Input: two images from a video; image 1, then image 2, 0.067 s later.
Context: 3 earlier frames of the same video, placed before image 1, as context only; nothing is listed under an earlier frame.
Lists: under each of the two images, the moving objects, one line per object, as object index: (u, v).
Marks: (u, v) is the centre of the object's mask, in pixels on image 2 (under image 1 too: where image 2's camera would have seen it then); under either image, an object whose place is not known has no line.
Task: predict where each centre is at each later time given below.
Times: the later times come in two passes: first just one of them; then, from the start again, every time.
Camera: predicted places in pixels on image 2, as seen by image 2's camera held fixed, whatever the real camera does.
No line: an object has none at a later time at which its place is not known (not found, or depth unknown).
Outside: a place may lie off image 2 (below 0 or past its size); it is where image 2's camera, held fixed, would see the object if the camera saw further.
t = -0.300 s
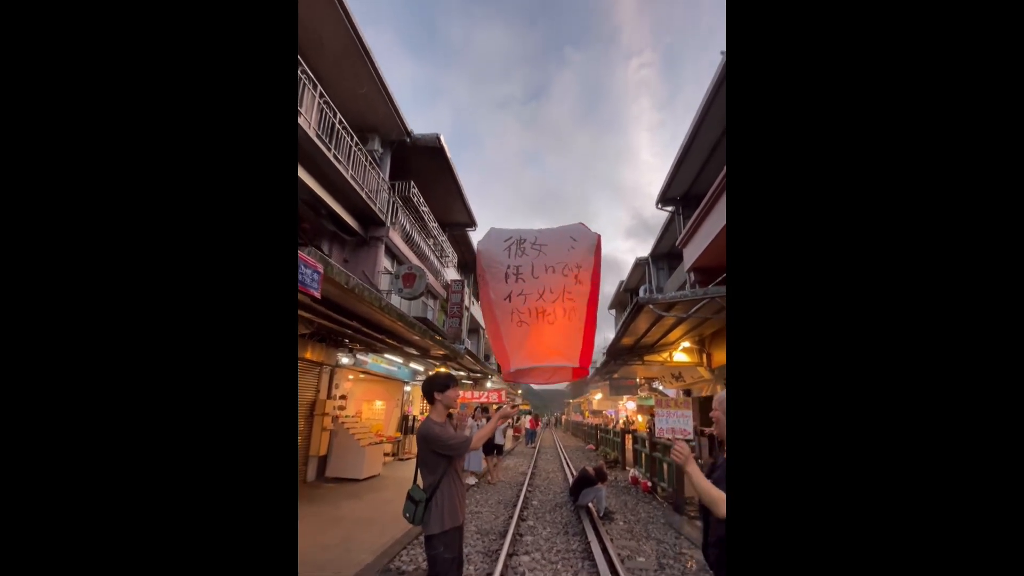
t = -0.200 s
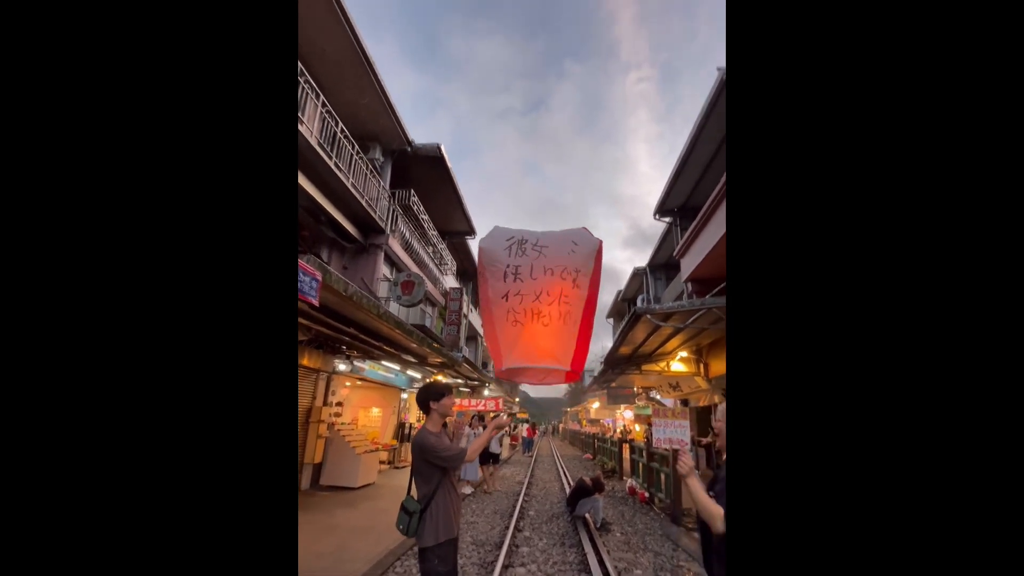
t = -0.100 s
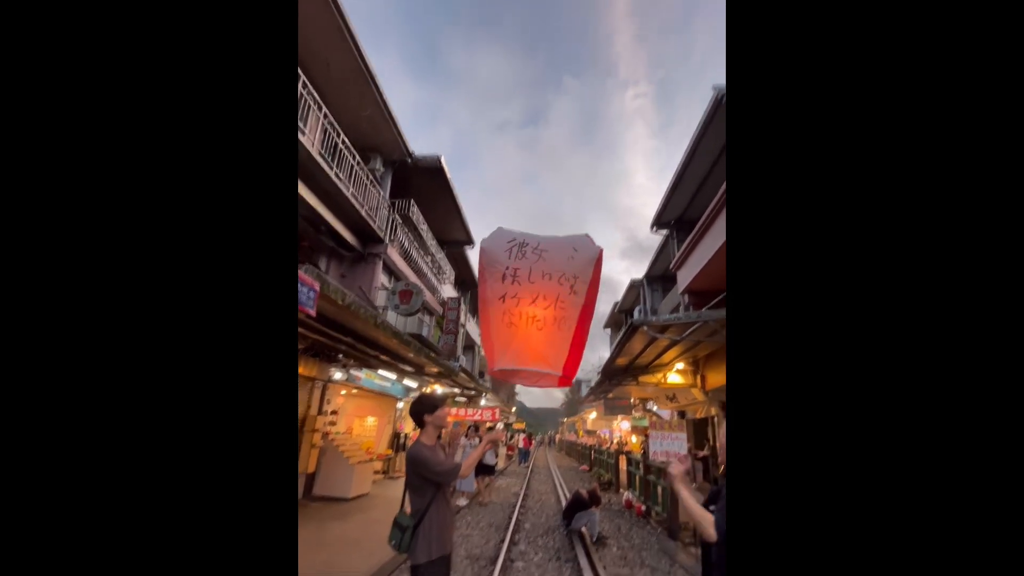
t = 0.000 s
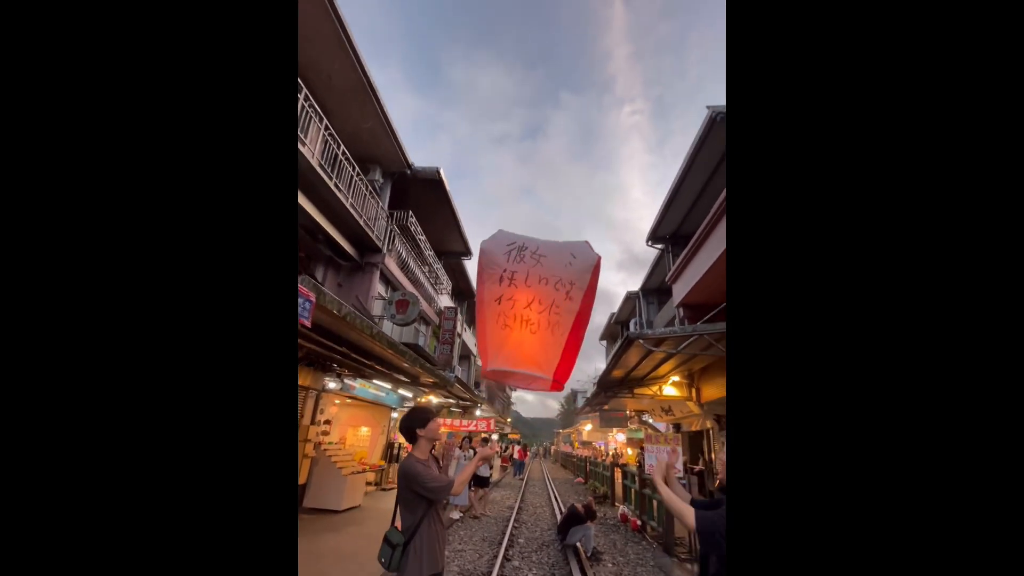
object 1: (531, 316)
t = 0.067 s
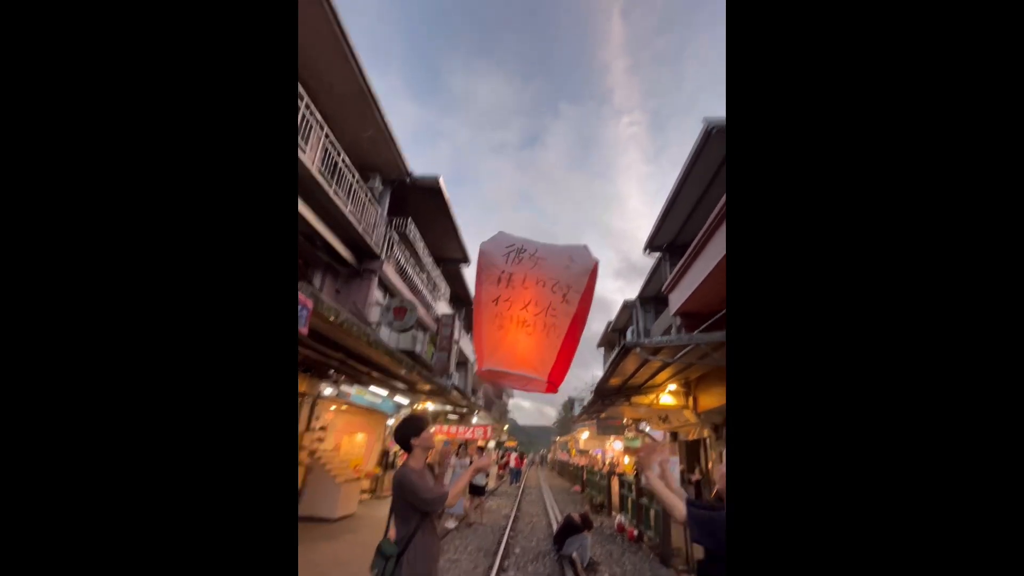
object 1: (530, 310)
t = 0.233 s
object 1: (530, 296)
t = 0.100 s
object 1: (530, 308)
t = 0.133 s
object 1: (530, 305)
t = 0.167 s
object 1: (530, 302)
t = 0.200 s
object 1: (530, 299)
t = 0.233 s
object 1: (530, 296)
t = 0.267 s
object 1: (530, 292)
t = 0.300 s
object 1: (530, 289)
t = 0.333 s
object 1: (530, 286)
